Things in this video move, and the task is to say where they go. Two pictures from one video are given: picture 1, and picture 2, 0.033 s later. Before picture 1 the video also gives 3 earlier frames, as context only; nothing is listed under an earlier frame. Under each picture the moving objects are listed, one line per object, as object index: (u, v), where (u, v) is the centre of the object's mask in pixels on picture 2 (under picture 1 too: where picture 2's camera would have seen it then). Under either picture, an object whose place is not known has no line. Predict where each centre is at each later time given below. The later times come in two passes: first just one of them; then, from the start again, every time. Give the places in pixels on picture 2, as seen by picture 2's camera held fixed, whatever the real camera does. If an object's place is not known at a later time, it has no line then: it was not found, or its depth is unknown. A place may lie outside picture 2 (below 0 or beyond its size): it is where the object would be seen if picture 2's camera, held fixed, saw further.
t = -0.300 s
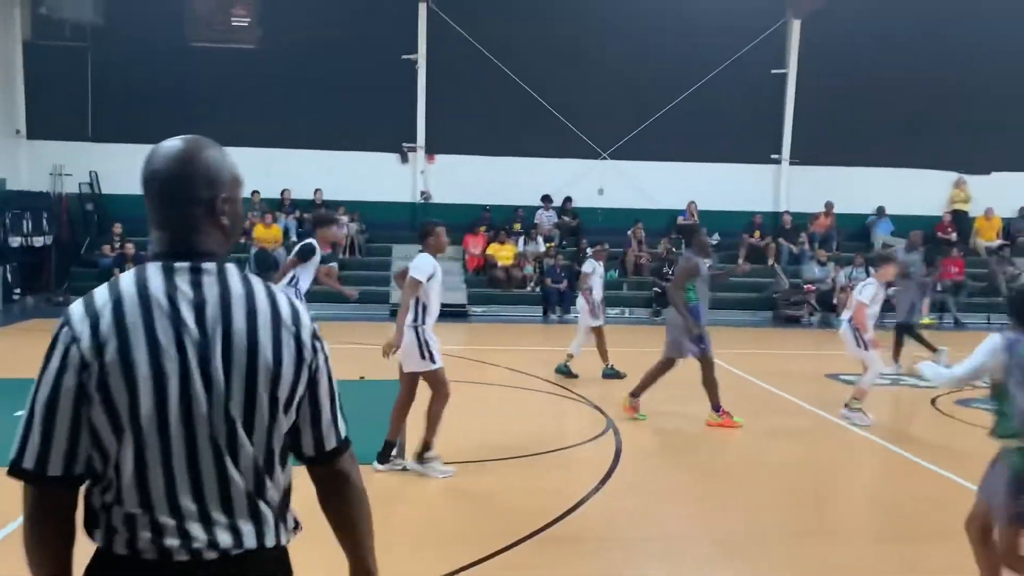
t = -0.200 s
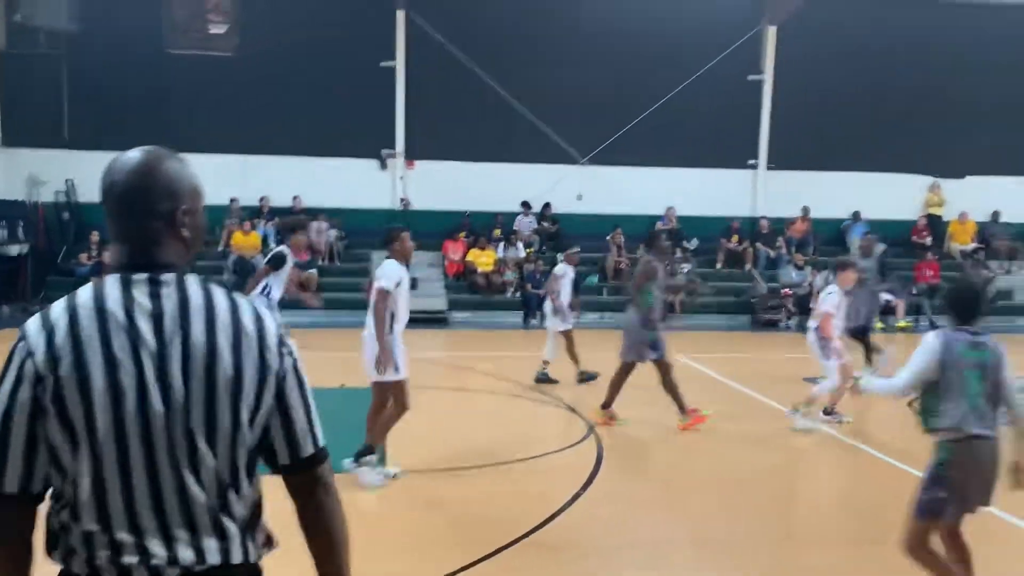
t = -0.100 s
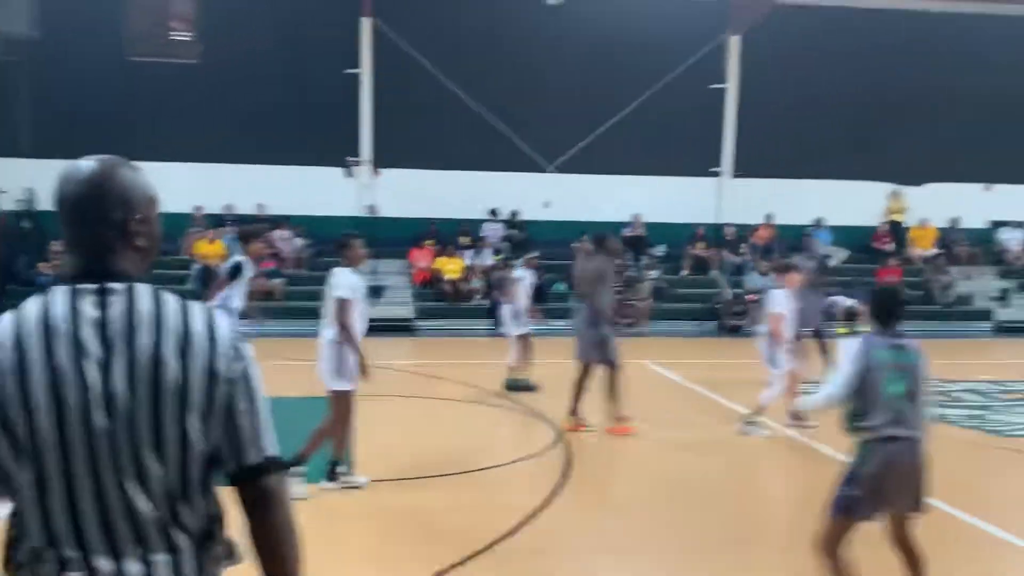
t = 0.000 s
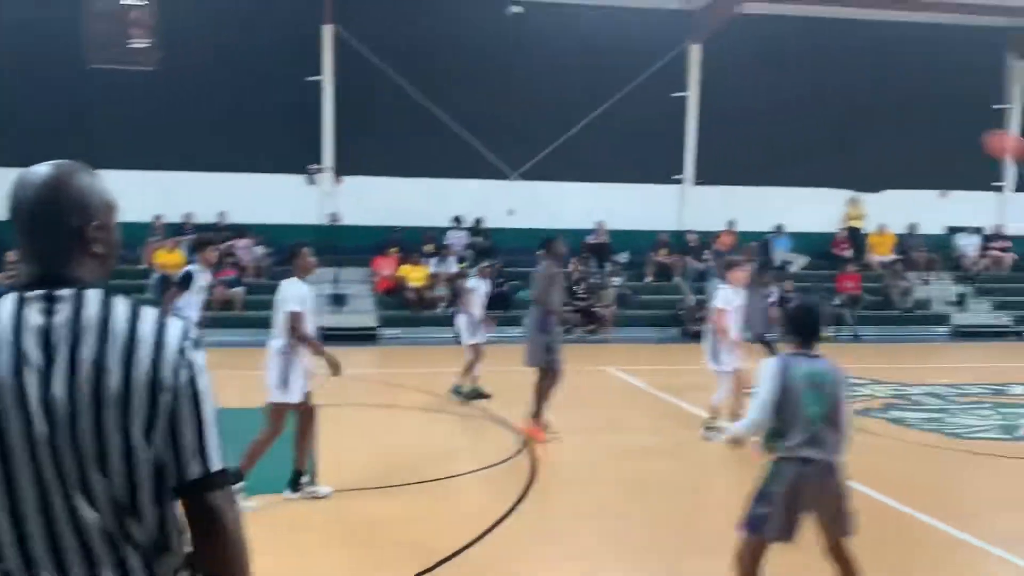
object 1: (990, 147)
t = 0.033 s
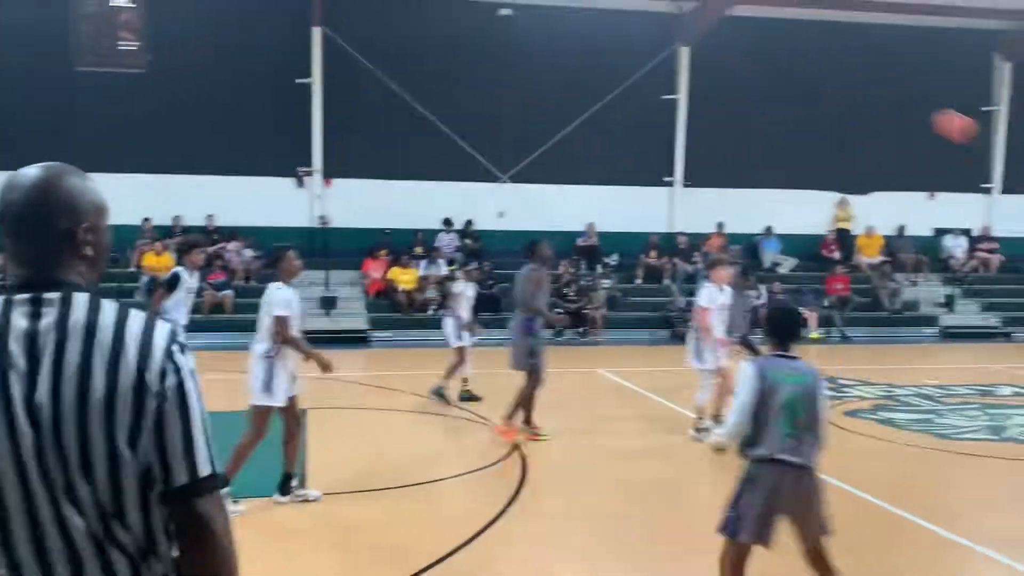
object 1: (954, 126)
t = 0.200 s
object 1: (760, 31)
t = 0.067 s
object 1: (915, 104)
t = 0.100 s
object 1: (876, 85)
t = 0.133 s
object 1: (838, 66)
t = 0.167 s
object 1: (799, 48)
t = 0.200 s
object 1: (760, 31)
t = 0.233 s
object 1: (719, 15)
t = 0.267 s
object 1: (682, 1)
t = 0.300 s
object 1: (644, -12)
